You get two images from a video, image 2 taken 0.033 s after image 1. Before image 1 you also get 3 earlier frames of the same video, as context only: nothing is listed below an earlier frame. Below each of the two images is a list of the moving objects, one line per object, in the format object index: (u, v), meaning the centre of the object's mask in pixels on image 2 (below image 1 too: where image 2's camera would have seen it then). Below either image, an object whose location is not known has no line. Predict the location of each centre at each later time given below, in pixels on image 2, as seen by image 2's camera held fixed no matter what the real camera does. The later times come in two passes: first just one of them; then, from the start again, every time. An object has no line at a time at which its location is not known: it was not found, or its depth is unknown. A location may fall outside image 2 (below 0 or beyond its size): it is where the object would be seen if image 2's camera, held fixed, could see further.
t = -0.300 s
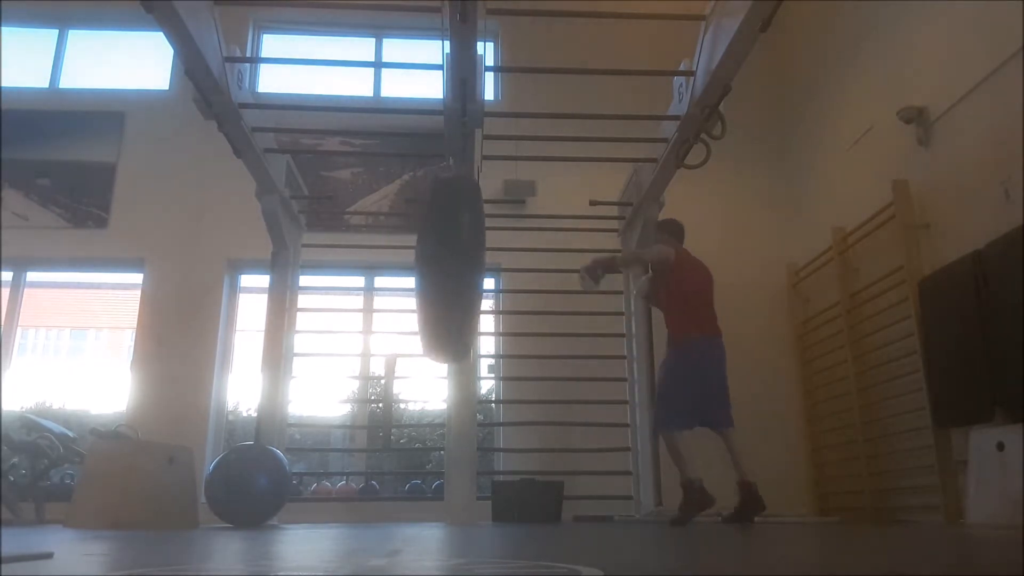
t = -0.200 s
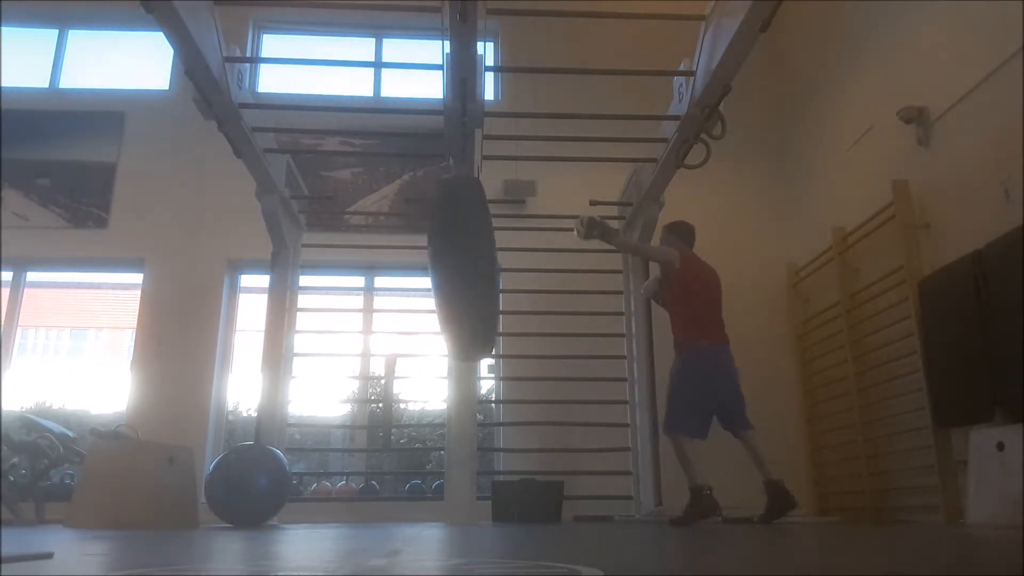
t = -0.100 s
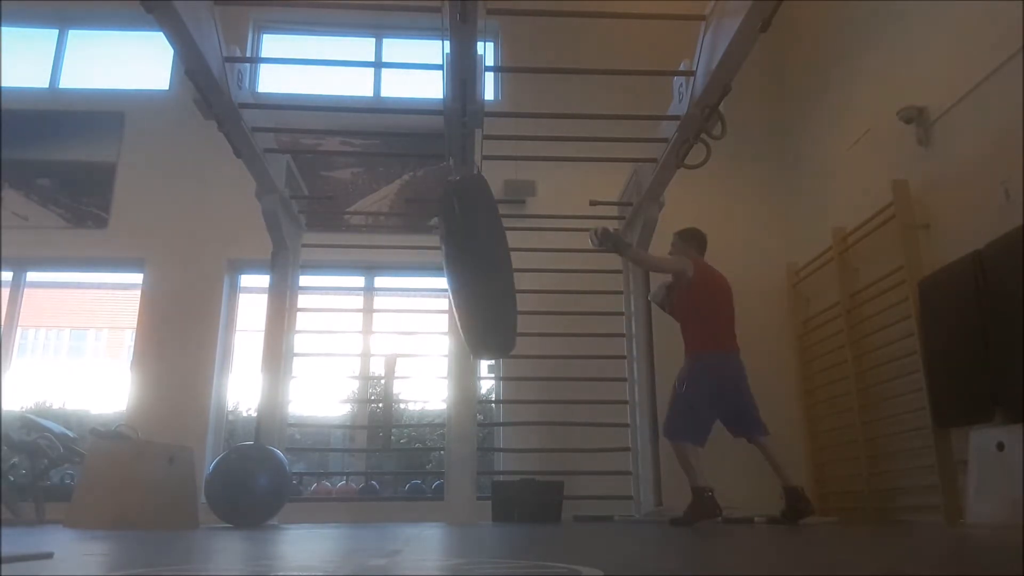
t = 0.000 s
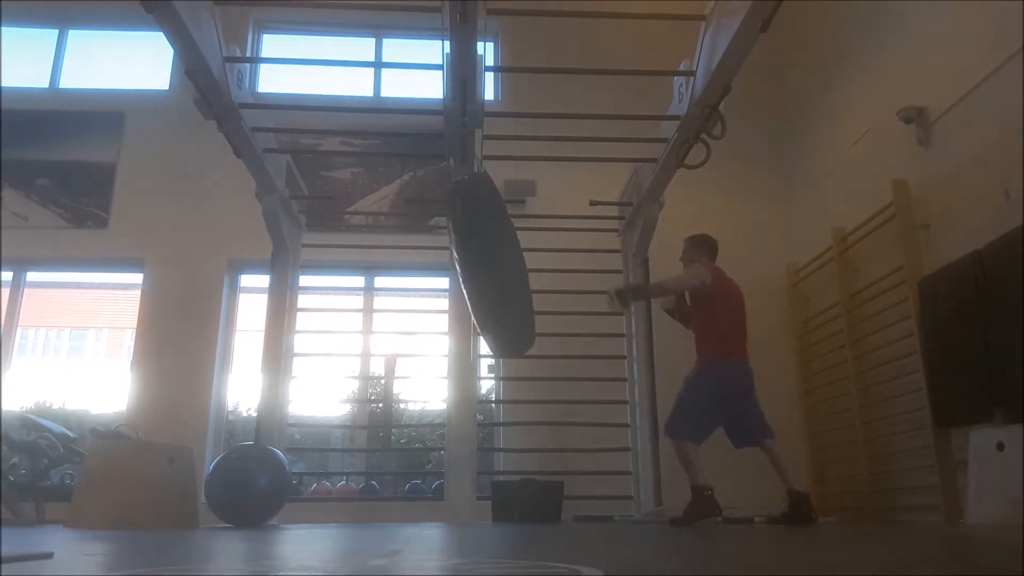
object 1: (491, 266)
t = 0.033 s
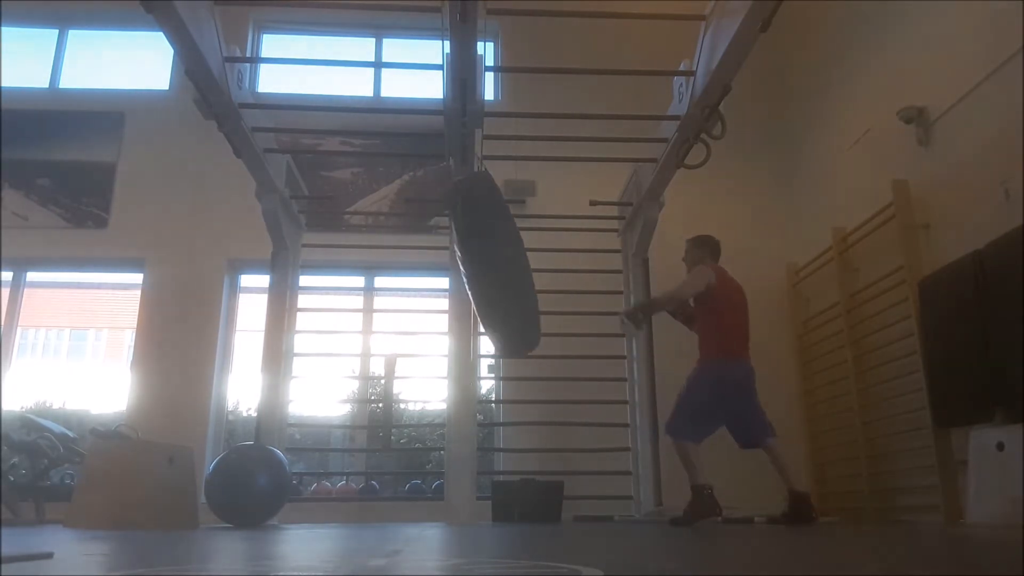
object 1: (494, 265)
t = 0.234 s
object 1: (510, 261)
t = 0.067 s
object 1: (498, 264)
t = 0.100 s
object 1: (500, 263)
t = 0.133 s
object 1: (503, 262)
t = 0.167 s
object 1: (506, 262)
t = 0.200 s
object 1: (508, 262)
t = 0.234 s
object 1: (510, 261)
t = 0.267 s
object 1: (511, 261)
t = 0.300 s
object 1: (512, 260)
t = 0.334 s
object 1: (512, 258)
